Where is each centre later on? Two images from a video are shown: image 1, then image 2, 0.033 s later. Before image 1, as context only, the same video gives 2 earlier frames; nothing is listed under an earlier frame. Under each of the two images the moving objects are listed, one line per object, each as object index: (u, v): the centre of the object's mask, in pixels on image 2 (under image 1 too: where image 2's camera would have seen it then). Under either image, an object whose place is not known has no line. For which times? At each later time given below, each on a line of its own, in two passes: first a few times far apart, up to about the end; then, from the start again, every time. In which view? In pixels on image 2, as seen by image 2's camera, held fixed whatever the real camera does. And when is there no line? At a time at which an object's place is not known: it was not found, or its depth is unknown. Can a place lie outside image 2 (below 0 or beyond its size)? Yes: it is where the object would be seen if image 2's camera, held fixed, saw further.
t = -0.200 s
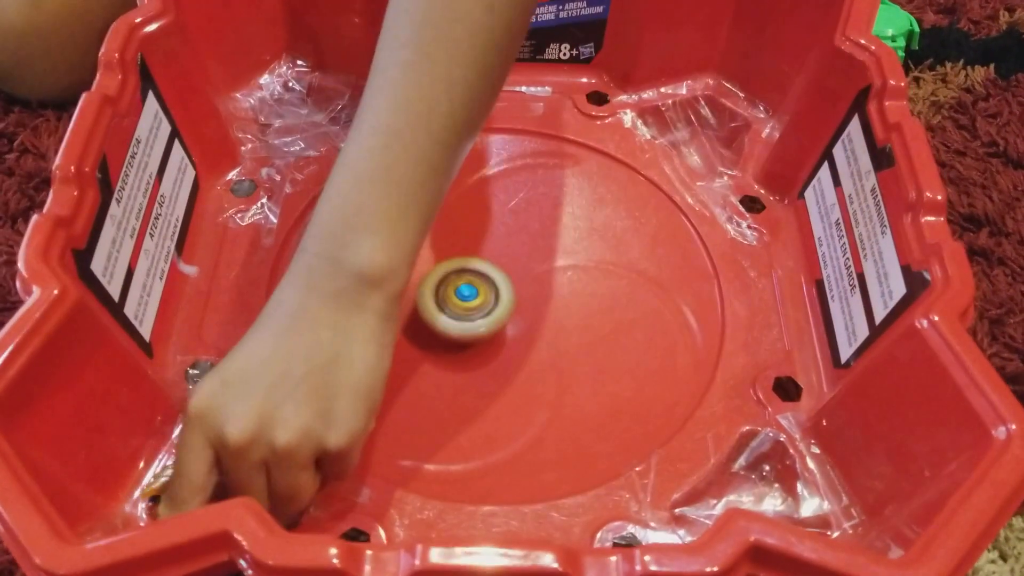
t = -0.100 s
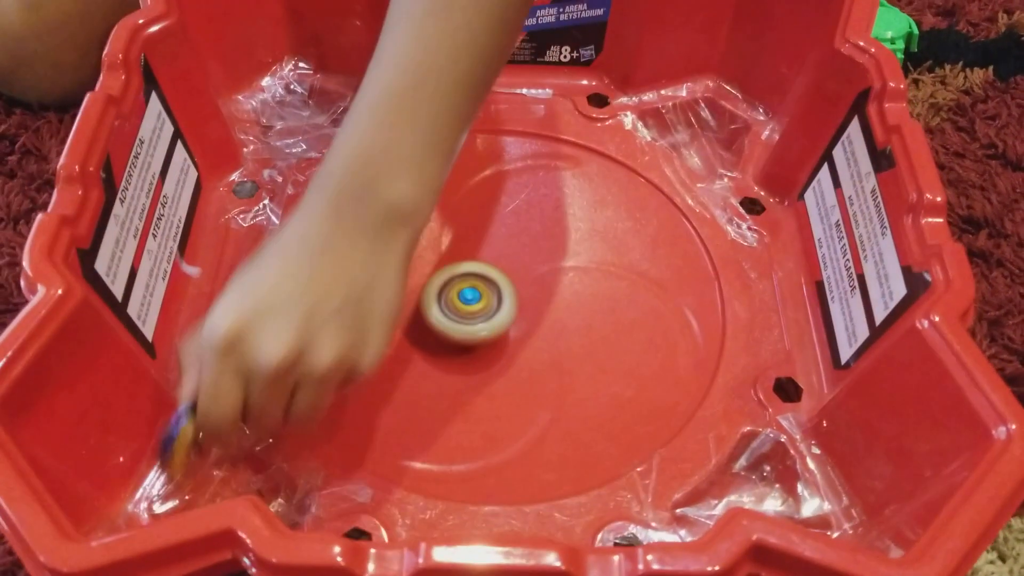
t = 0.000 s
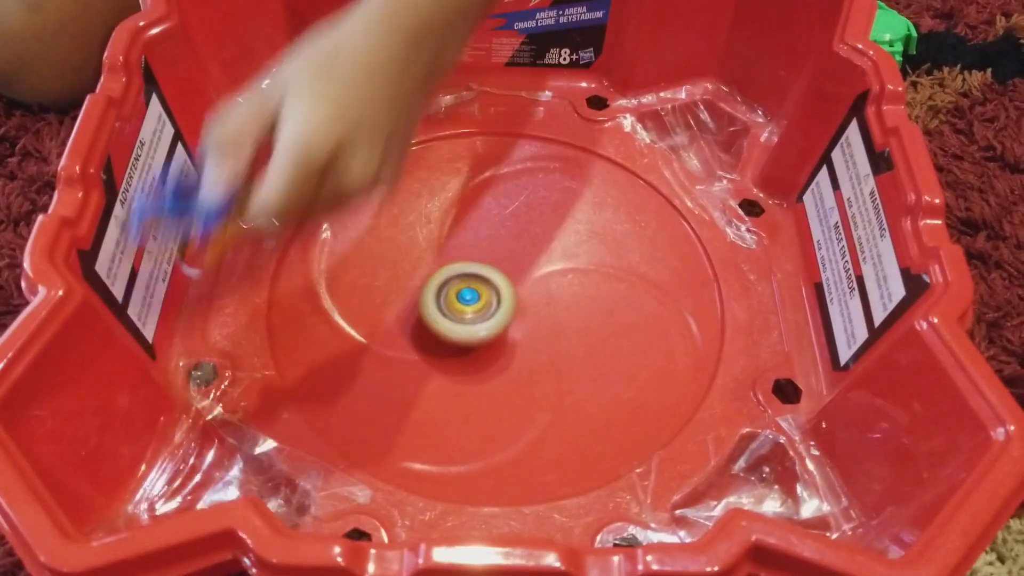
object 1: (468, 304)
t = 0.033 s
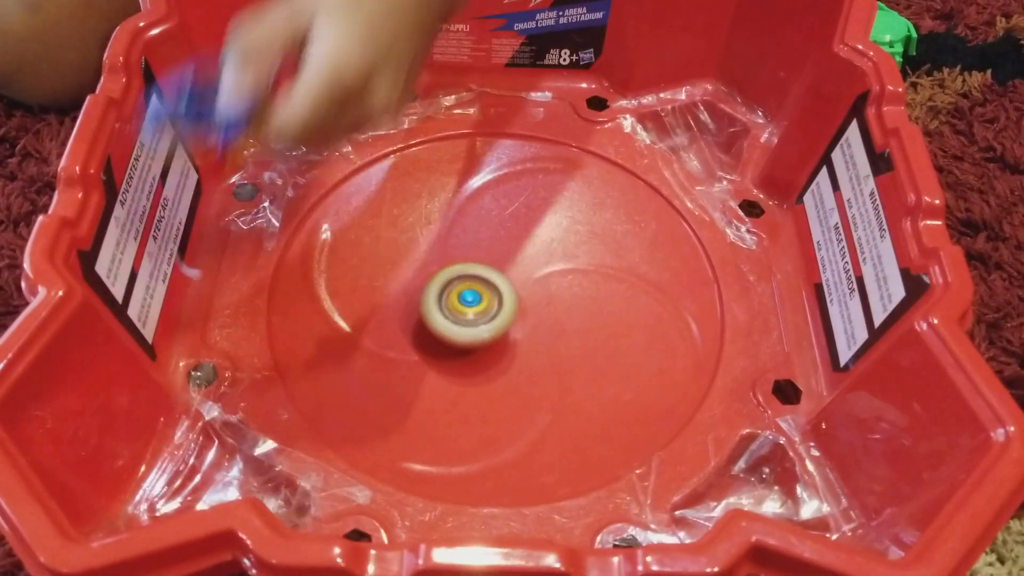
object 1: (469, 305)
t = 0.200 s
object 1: (470, 307)
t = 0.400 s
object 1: (475, 310)
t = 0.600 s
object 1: (467, 304)
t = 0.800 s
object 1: (463, 301)
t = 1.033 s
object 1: (462, 280)
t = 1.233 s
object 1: (477, 263)
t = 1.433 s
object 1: (498, 260)
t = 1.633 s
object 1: (495, 261)
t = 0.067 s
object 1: (470, 307)
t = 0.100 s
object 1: (471, 308)
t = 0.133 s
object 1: (471, 308)
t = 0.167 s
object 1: (471, 308)
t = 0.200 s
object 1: (470, 307)
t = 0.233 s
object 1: (469, 306)
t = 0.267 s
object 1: (469, 306)
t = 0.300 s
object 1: (471, 306)
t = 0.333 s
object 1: (472, 308)
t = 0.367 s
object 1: (474, 309)
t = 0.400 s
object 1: (475, 310)
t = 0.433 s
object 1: (474, 310)
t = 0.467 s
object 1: (472, 309)
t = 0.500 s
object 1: (471, 308)
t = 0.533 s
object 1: (470, 306)
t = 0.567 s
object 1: (468, 306)
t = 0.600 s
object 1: (467, 304)
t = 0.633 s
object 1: (466, 304)
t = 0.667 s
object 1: (466, 304)
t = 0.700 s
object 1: (467, 303)
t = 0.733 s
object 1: (466, 304)
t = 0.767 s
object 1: (466, 303)
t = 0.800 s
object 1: (463, 301)
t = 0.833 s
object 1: (462, 299)
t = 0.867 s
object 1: (462, 296)
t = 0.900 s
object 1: (461, 293)
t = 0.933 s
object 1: (460, 290)
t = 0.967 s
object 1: (459, 287)
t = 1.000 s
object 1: (461, 284)
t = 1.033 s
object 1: (462, 280)
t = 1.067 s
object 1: (462, 277)
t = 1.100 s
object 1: (465, 274)
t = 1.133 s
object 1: (468, 270)
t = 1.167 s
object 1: (470, 268)
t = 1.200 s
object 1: (473, 266)
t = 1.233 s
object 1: (477, 263)
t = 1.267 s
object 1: (481, 262)
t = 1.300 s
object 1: (484, 260)
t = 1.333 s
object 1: (487, 259)
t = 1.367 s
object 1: (491, 259)
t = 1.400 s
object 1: (495, 259)
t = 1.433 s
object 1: (498, 260)
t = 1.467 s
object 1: (503, 260)
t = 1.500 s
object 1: (504, 261)
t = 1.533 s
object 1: (504, 263)
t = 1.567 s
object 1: (502, 262)
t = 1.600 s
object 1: (498, 261)
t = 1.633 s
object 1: (495, 261)
